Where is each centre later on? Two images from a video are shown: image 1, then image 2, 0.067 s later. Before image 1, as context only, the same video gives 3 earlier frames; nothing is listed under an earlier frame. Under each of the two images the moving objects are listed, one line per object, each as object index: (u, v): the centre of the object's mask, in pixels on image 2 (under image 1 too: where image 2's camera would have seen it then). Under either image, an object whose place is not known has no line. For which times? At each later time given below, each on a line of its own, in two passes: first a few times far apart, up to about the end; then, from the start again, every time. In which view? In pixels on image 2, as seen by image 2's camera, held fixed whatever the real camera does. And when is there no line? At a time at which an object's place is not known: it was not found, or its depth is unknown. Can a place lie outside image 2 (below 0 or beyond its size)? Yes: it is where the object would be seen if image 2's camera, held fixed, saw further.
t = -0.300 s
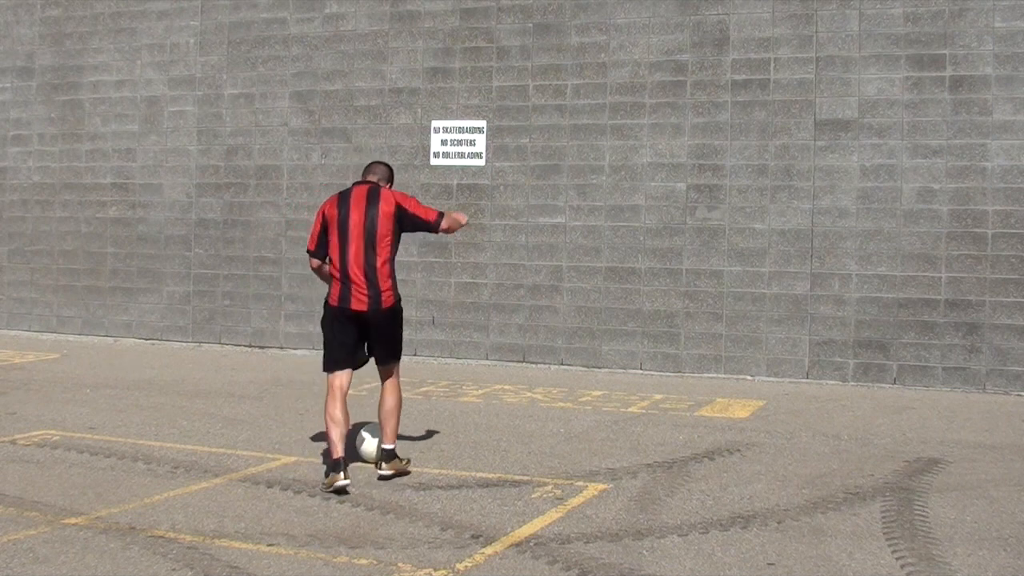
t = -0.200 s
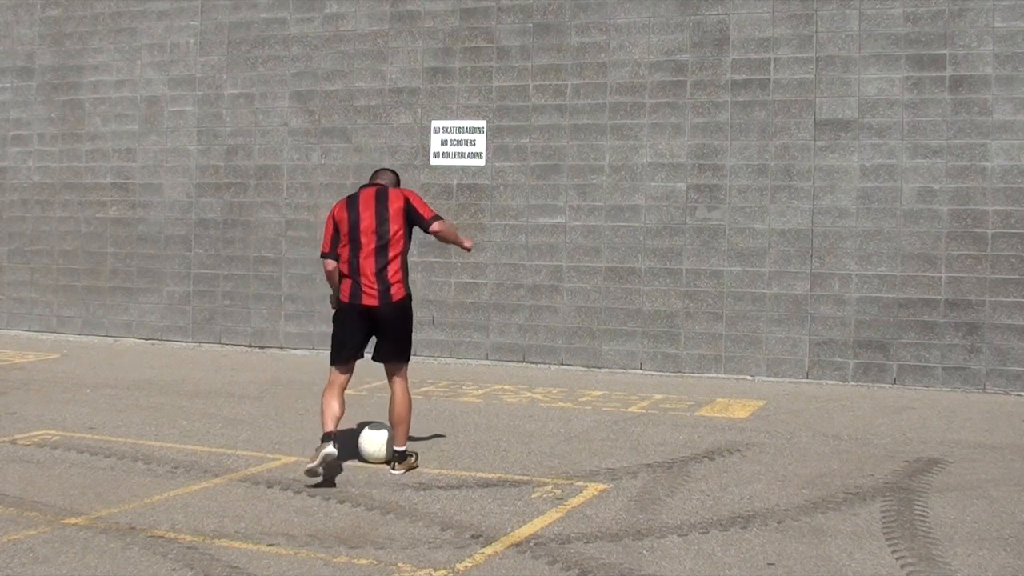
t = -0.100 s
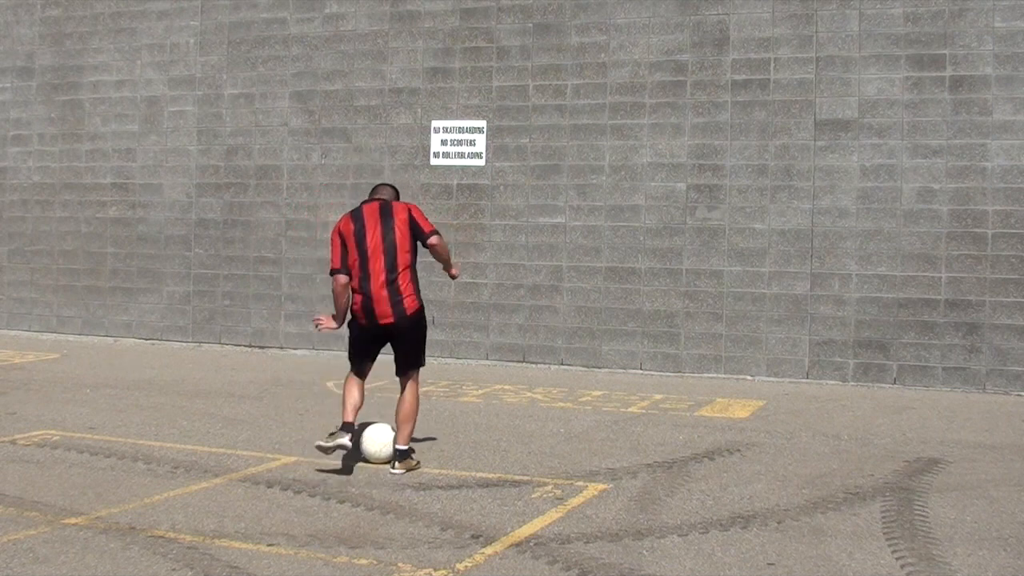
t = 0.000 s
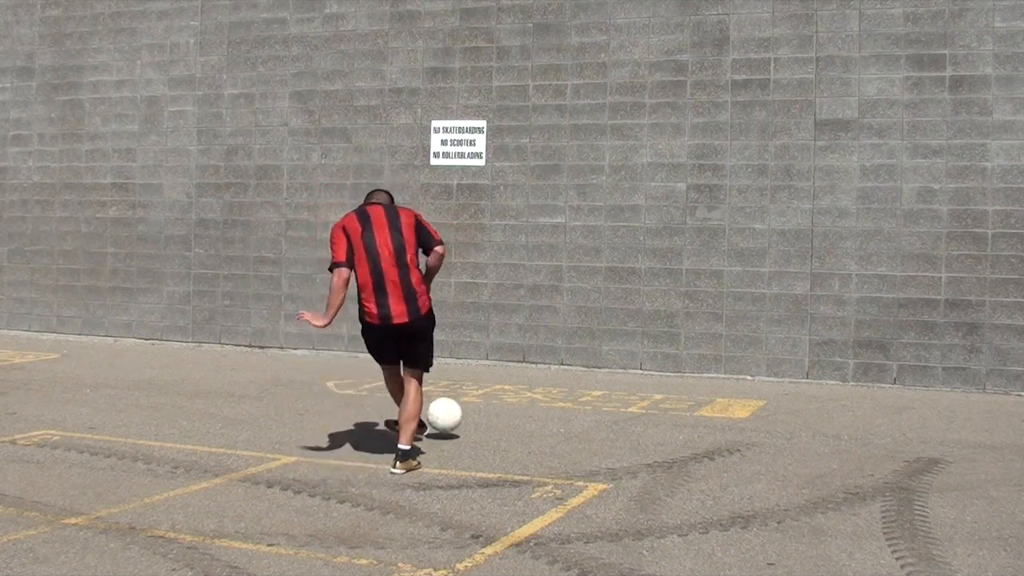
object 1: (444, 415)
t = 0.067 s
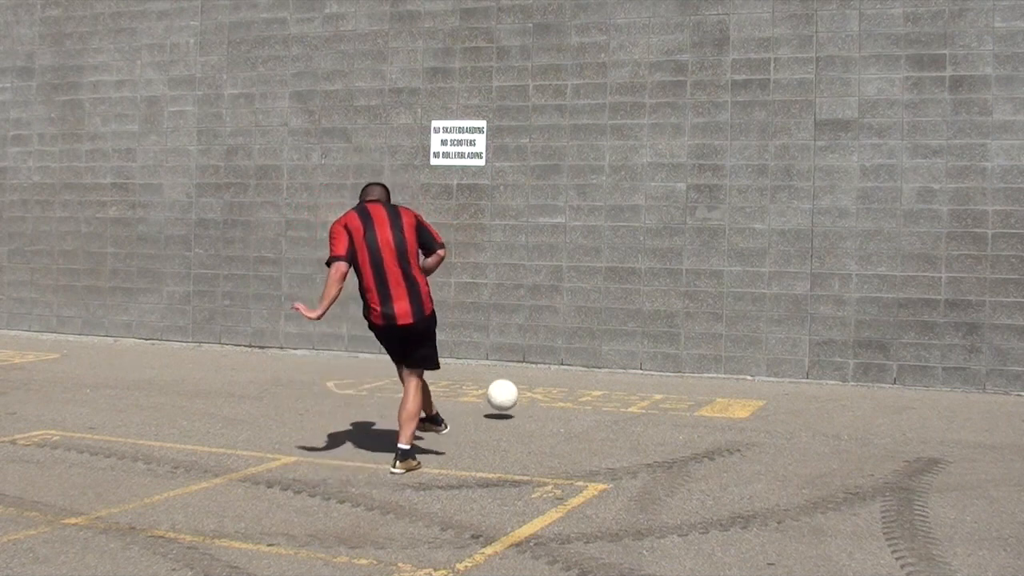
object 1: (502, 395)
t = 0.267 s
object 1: (617, 363)
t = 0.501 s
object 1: (586, 377)
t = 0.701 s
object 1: (526, 397)
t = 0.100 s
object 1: (527, 388)
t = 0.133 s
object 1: (549, 383)
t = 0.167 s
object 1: (570, 381)
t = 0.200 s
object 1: (588, 376)
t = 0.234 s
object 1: (603, 369)
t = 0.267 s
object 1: (617, 363)
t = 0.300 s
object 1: (631, 359)
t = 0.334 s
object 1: (635, 358)
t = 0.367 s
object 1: (626, 361)
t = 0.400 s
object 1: (616, 364)
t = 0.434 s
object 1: (606, 369)
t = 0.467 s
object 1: (596, 375)
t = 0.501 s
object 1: (586, 377)
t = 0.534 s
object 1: (577, 379)
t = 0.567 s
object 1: (567, 381)
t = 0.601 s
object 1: (557, 386)
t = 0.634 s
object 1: (546, 392)
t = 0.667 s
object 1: (536, 395)
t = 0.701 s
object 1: (526, 397)
